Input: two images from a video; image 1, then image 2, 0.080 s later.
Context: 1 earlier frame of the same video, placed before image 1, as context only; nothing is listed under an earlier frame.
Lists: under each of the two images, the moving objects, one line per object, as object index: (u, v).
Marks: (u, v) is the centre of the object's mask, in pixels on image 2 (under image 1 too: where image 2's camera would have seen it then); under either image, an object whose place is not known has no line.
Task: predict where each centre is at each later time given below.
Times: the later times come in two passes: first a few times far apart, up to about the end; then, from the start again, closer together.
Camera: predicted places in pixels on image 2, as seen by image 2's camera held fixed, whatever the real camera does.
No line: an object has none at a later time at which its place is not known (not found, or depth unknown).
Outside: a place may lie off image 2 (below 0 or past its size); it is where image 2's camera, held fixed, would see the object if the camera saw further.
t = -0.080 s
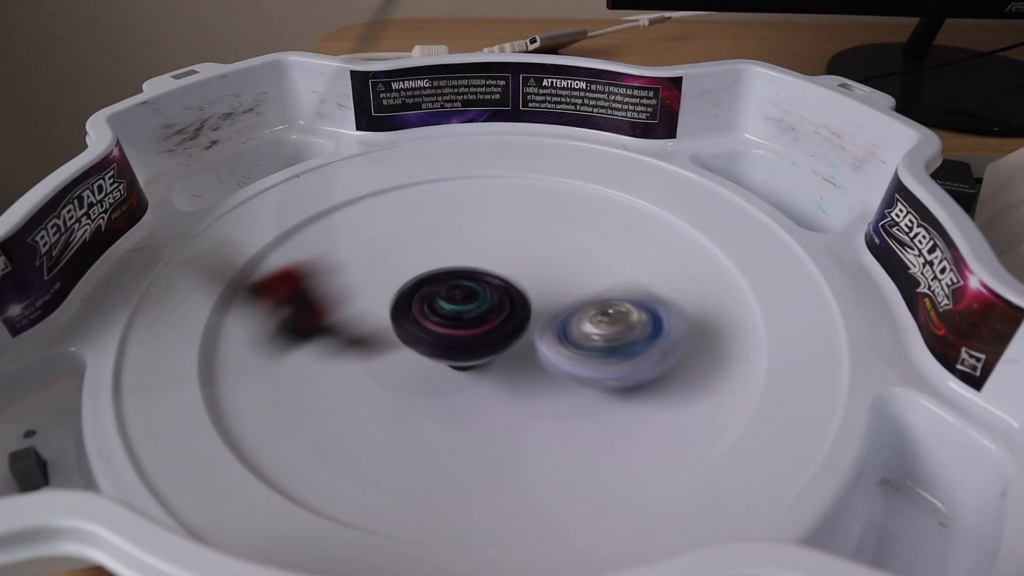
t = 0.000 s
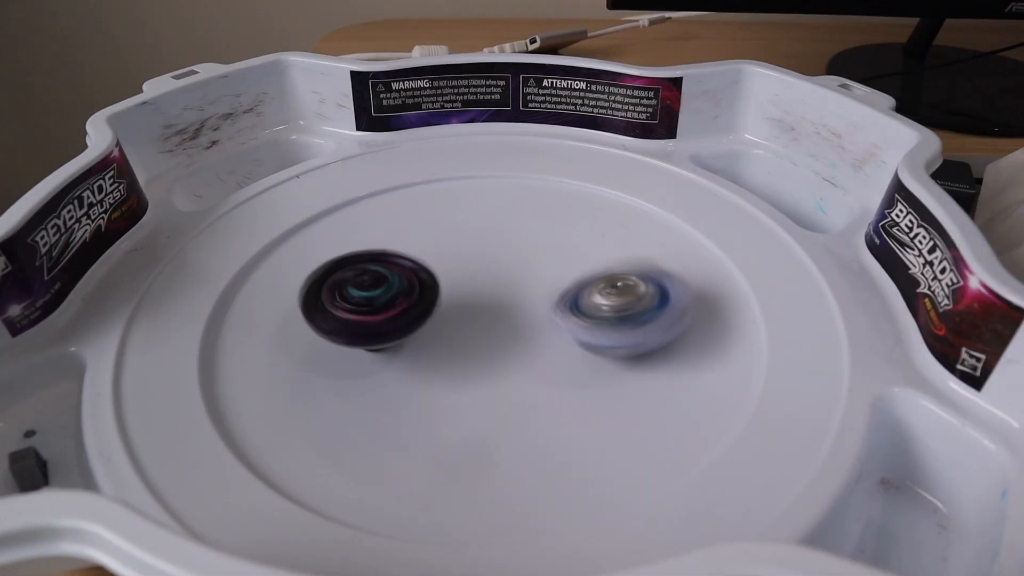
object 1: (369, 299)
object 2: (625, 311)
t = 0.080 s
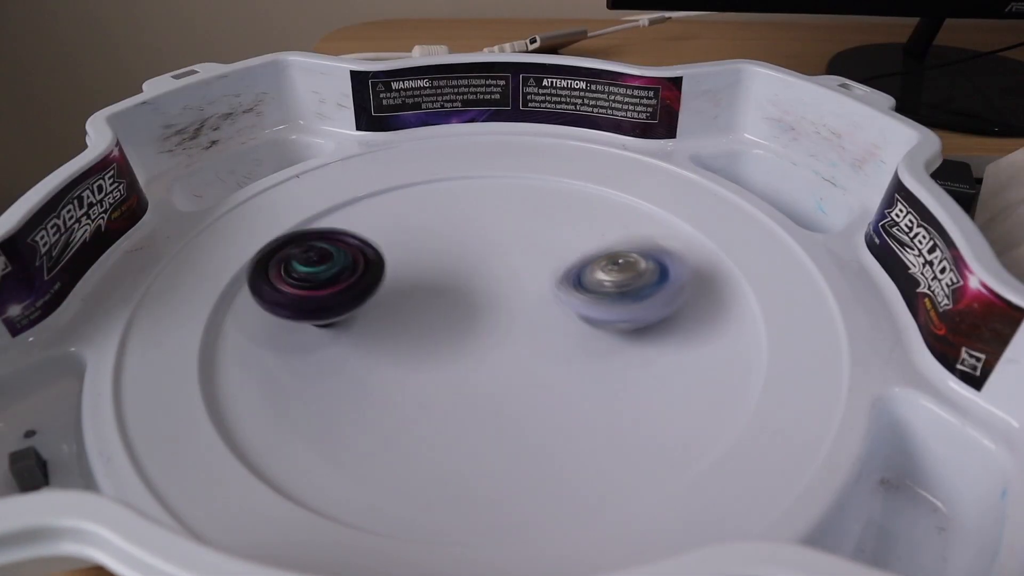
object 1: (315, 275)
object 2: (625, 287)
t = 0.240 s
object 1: (343, 227)
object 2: (592, 265)
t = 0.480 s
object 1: (456, 193)
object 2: (562, 280)
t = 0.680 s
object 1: (482, 214)
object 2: (564, 315)
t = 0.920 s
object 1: (427, 229)
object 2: (532, 351)
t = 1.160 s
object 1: (385, 228)
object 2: (459, 318)
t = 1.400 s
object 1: (360, 199)
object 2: (507, 268)
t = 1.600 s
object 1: (395, 228)
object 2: (599, 261)
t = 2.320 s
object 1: (263, 172)
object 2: (582, 324)
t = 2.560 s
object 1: (439, 228)
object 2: (560, 296)
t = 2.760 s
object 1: (303, 204)
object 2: (694, 369)
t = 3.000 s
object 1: (328, 262)
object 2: (468, 405)
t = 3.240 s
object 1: (324, 212)
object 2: (480, 363)
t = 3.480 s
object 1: (257, 229)
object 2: (694, 279)
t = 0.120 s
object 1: (306, 262)
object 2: (620, 278)
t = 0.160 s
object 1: (308, 249)
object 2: (614, 272)
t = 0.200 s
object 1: (321, 237)
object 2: (604, 267)
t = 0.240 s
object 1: (343, 227)
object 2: (592, 265)
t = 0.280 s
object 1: (373, 219)
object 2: (579, 265)
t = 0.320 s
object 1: (408, 213)
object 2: (563, 265)
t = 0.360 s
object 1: (443, 211)
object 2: (548, 266)
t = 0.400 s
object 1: (453, 193)
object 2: (547, 271)
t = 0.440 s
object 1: (453, 189)
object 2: (555, 276)
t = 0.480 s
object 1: (456, 193)
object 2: (562, 280)
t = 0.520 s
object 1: (465, 198)
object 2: (561, 287)
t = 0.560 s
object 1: (475, 204)
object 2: (558, 291)
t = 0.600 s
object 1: (488, 213)
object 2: (557, 296)
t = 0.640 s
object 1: (484, 211)
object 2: (566, 306)
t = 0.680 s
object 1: (482, 214)
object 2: (564, 315)
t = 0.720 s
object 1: (479, 220)
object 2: (563, 323)
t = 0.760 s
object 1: (479, 229)
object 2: (561, 329)
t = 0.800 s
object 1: (475, 239)
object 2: (546, 332)
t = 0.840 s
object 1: (466, 243)
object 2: (541, 337)
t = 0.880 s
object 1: (445, 234)
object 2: (536, 346)
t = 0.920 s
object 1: (427, 229)
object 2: (532, 351)
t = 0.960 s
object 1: (415, 228)
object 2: (520, 354)
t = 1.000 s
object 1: (409, 229)
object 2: (508, 351)
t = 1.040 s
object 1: (406, 231)
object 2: (491, 347)
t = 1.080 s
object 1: (401, 233)
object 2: (479, 338)
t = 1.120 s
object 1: (398, 236)
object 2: (460, 324)
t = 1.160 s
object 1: (385, 228)
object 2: (459, 318)
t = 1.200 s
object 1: (377, 221)
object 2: (457, 310)
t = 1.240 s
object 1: (375, 217)
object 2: (455, 299)
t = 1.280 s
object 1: (366, 208)
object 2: (467, 292)
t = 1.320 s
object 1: (360, 201)
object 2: (481, 285)
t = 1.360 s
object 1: (359, 199)
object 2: (491, 275)
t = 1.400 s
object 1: (360, 199)
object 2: (507, 268)
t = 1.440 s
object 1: (362, 202)
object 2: (527, 262)
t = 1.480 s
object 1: (366, 206)
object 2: (543, 255)
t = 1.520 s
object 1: (373, 212)
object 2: (560, 253)
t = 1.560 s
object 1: (383, 219)
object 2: (580, 256)
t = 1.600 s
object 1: (395, 228)
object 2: (599, 261)
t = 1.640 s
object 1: (406, 238)
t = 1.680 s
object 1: (415, 250)
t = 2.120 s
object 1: (209, 249)
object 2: (495, 388)
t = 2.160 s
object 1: (202, 207)
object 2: (528, 375)
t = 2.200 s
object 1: (203, 199)
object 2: (554, 364)
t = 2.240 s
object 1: (214, 183)
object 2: (575, 354)
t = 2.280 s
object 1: (236, 172)
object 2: (581, 340)
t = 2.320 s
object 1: (263, 172)
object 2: (582, 324)
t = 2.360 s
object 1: (289, 172)
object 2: (581, 312)
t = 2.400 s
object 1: (315, 173)
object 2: (579, 306)
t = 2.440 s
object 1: (350, 186)
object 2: (571, 301)
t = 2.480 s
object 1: (385, 198)
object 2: (559, 296)
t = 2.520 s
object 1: (421, 216)
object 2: (550, 291)
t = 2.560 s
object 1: (439, 228)
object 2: (560, 296)
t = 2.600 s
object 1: (393, 213)
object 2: (602, 314)
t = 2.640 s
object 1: (355, 202)
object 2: (643, 322)
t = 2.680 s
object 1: (328, 198)
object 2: (676, 342)
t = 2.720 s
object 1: (313, 200)
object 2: (686, 349)
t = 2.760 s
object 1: (303, 204)
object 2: (694, 369)
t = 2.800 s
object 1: (298, 209)
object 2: (673, 382)
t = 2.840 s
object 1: (297, 216)
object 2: (660, 398)
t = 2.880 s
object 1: (301, 225)
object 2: (609, 406)
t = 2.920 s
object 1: (306, 236)
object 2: (568, 416)
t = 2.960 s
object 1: (315, 248)
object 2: (511, 411)
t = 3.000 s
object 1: (328, 262)
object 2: (468, 405)
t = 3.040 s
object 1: (344, 278)
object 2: (424, 386)
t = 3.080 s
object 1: (334, 267)
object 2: (416, 378)
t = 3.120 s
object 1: (303, 238)
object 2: (438, 384)
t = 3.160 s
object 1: (284, 215)
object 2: (453, 378)
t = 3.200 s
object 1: (301, 212)
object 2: (468, 370)
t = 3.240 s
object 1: (324, 212)
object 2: (480, 363)
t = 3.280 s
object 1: (348, 218)
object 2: (494, 348)
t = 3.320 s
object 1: (370, 228)
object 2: (506, 330)
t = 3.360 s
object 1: (394, 241)
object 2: (516, 314)
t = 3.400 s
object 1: (392, 252)
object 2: (549, 300)
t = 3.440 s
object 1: (318, 238)
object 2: (629, 291)
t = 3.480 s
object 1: (257, 229)
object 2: (694, 279)
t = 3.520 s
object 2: (741, 272)
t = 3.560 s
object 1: (240, 247)
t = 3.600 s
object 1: (254, 265)
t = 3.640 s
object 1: (277, 284)
